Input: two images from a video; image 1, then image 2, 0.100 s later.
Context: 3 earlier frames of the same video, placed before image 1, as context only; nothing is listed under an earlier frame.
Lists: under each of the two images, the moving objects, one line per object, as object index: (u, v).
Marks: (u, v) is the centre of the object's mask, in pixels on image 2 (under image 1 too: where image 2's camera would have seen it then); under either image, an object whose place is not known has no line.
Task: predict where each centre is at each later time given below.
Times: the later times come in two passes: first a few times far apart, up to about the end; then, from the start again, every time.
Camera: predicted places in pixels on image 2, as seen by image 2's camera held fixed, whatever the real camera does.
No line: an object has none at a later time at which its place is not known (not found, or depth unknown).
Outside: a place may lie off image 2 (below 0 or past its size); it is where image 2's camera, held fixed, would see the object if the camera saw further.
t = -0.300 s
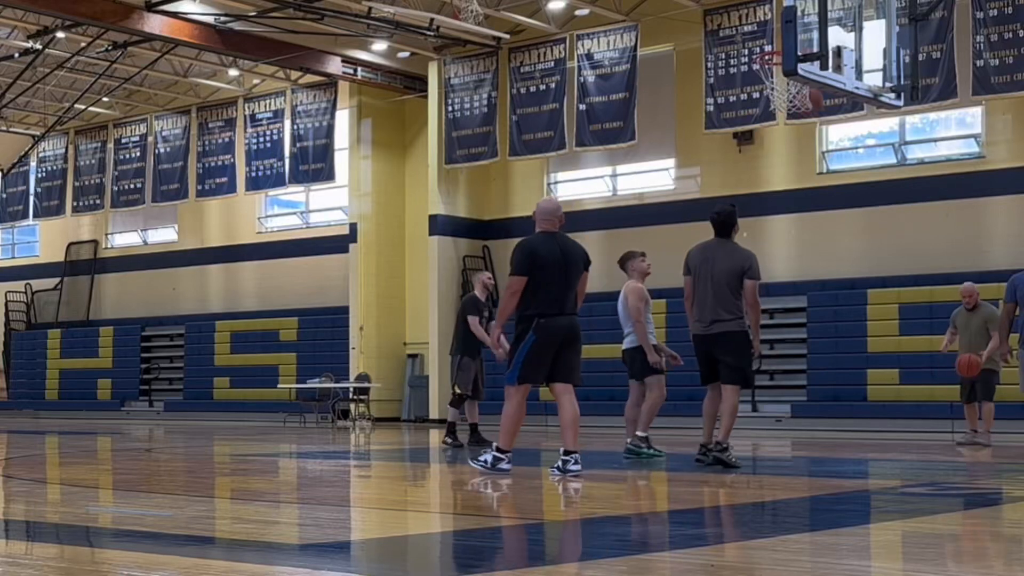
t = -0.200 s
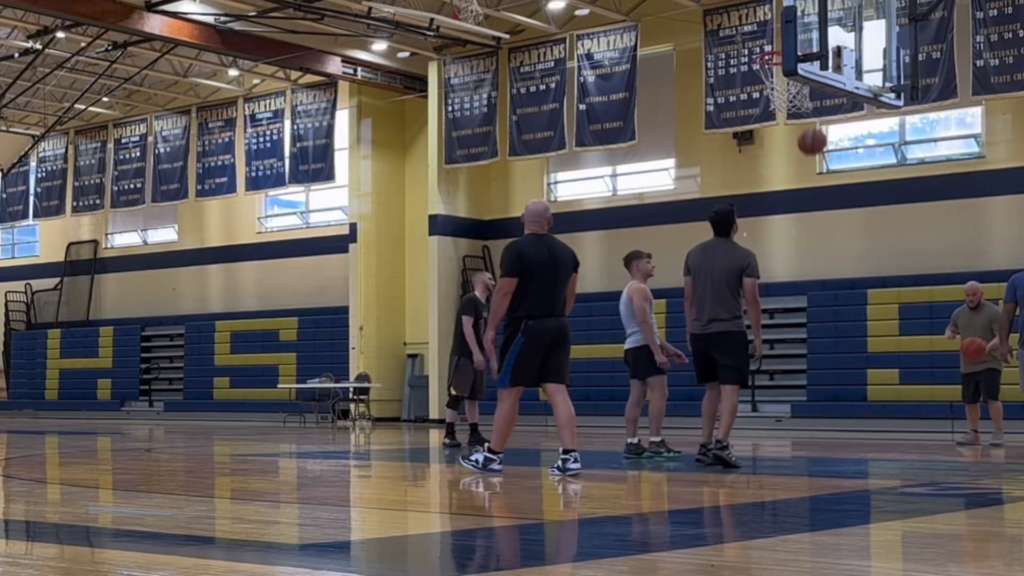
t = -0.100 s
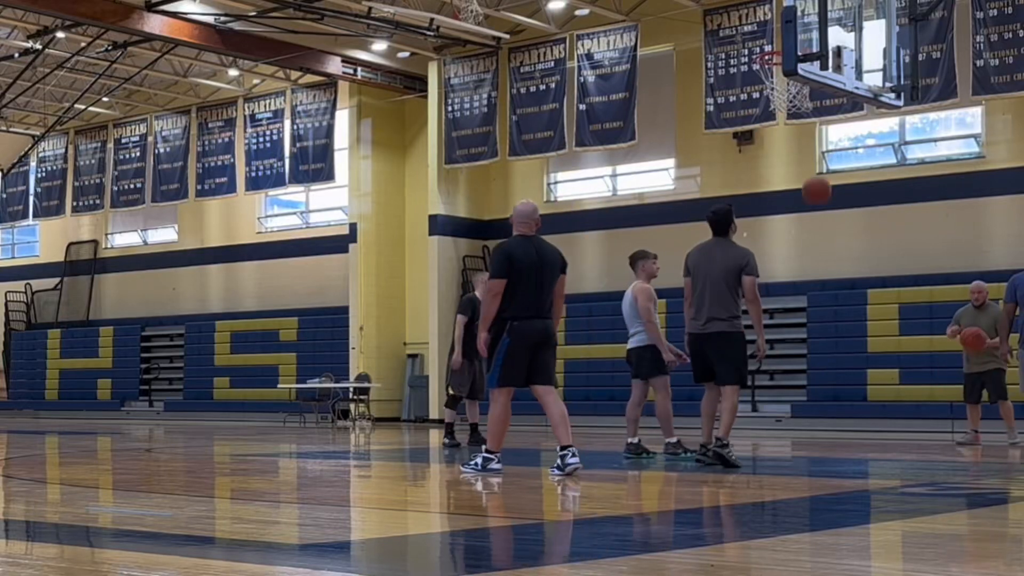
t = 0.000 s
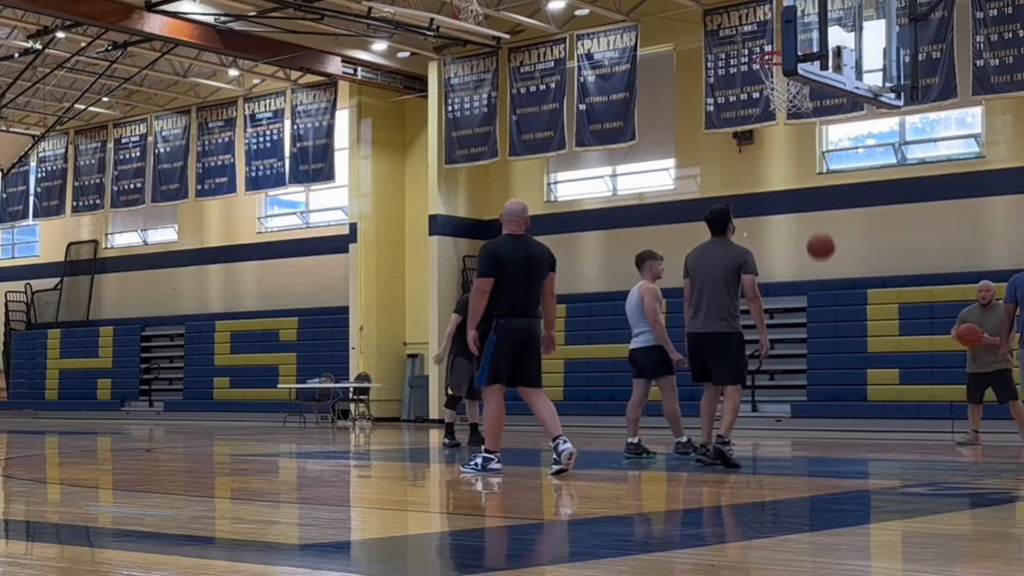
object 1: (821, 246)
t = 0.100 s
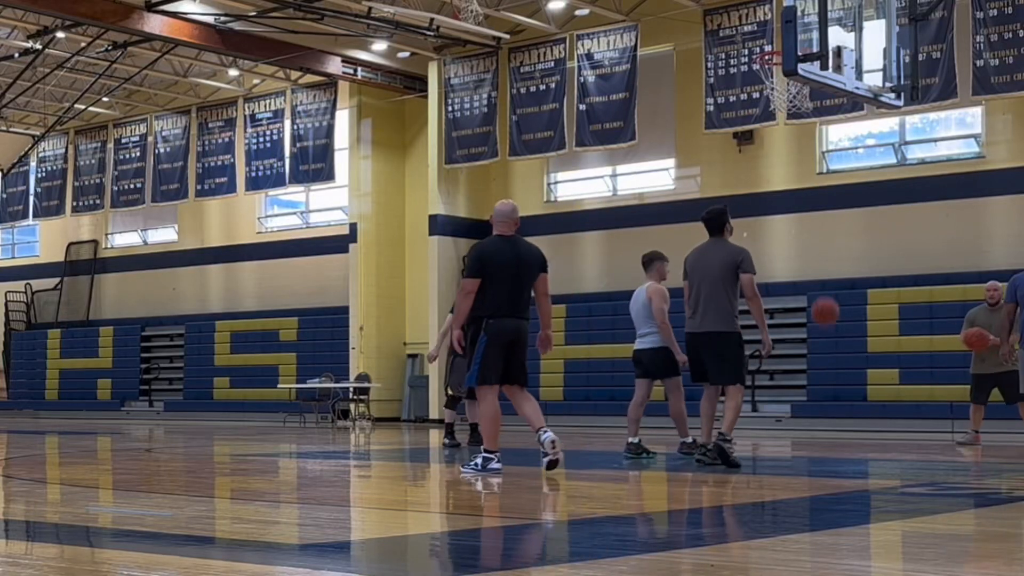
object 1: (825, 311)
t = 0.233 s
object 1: (830, 409)
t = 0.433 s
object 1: (839, 356)
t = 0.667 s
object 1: (849, 282)
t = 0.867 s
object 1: (857, 262)
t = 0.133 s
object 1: (826, 335)
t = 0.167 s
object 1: (828, 359)
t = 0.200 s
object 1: (829, 385)
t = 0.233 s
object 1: (830, 409)
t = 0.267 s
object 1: (831, 437)
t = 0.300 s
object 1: (833, 424)
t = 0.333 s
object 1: (835, 406)
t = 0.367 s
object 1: (836, 388)
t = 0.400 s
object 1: (838, 372)
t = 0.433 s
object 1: (839, 356)
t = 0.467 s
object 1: (841, 341)
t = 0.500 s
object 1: (842, 328)
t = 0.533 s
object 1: (843, 317)
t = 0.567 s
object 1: (845, 306)
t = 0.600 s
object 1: (846, 297)
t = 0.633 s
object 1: (848, 289)
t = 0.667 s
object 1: (849, 282)
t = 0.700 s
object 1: (850, 276)
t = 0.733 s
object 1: (852, 271)
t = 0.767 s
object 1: (853, 267)
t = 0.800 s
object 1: (854, 264)
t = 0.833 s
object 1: (856, 263)
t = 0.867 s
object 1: (857, 262)
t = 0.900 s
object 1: (859, 263)
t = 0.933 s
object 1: (860, 264)
